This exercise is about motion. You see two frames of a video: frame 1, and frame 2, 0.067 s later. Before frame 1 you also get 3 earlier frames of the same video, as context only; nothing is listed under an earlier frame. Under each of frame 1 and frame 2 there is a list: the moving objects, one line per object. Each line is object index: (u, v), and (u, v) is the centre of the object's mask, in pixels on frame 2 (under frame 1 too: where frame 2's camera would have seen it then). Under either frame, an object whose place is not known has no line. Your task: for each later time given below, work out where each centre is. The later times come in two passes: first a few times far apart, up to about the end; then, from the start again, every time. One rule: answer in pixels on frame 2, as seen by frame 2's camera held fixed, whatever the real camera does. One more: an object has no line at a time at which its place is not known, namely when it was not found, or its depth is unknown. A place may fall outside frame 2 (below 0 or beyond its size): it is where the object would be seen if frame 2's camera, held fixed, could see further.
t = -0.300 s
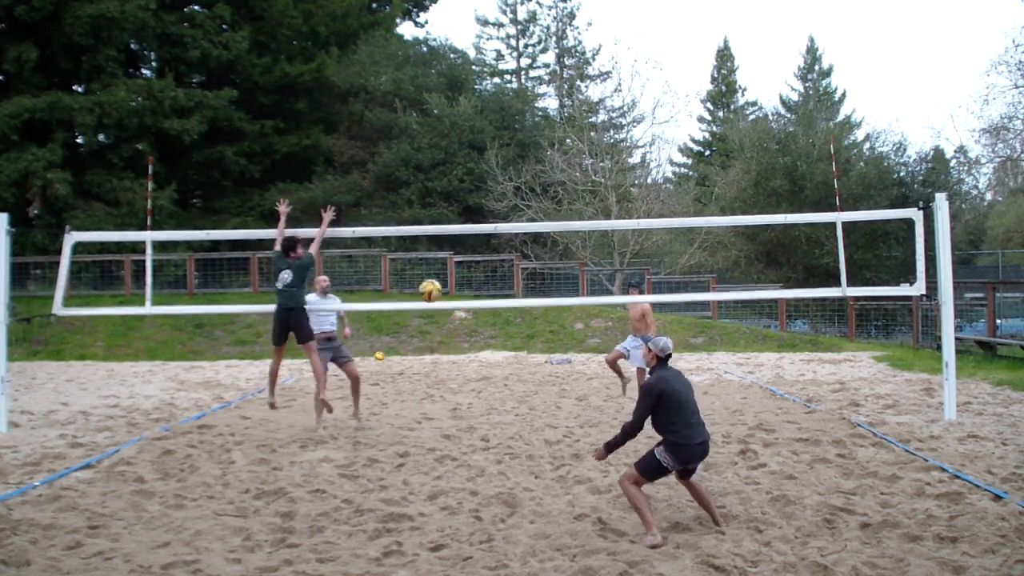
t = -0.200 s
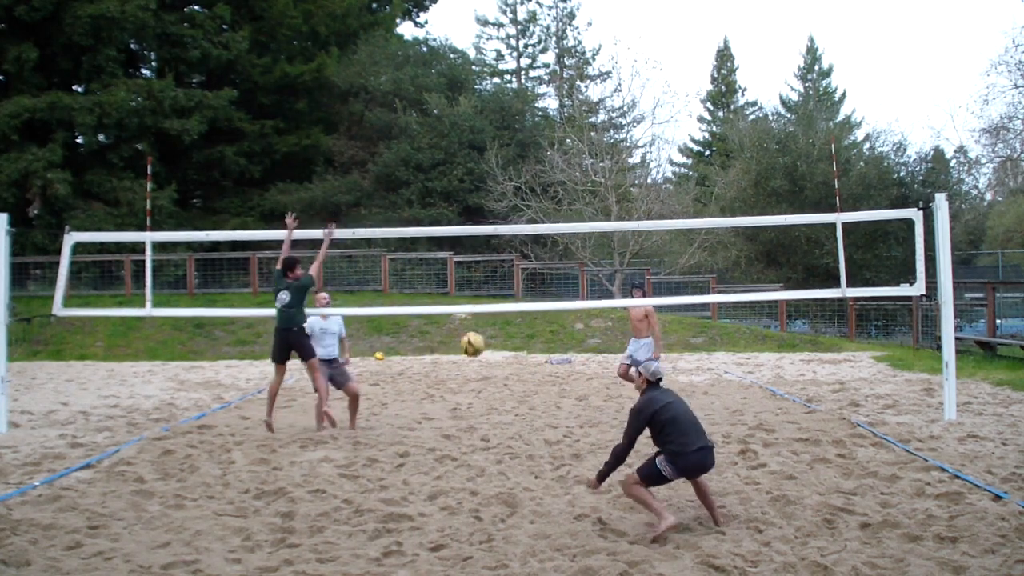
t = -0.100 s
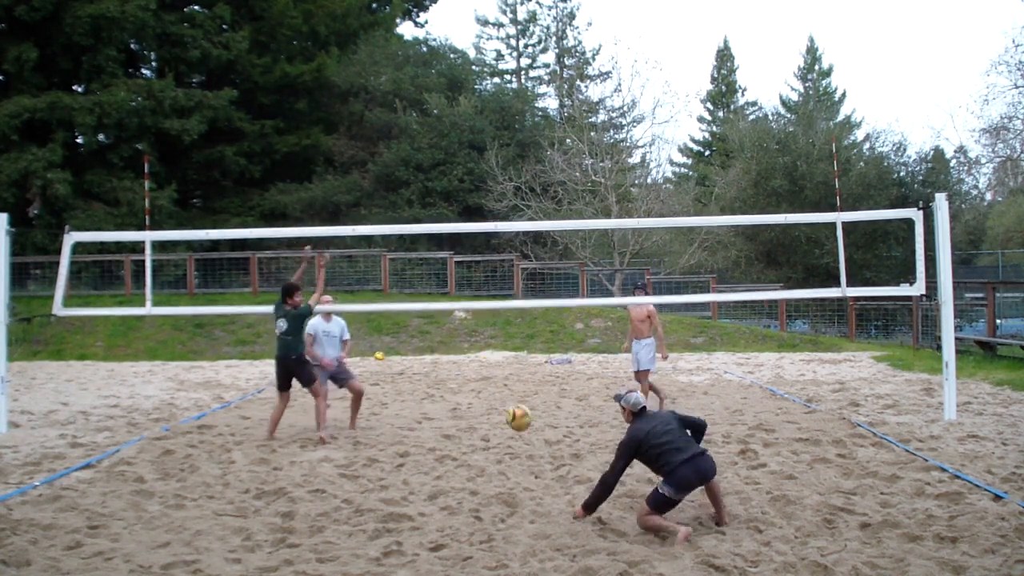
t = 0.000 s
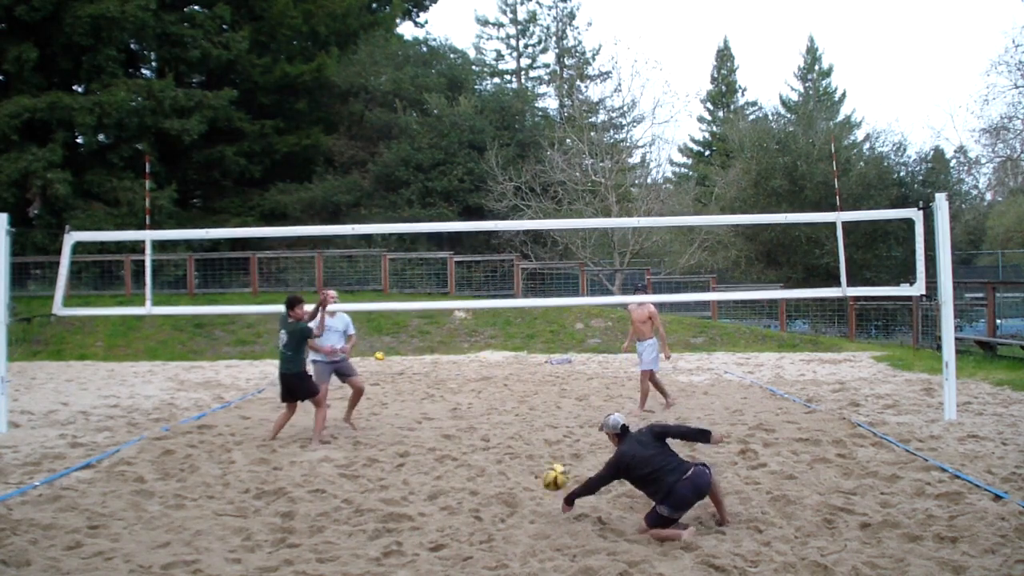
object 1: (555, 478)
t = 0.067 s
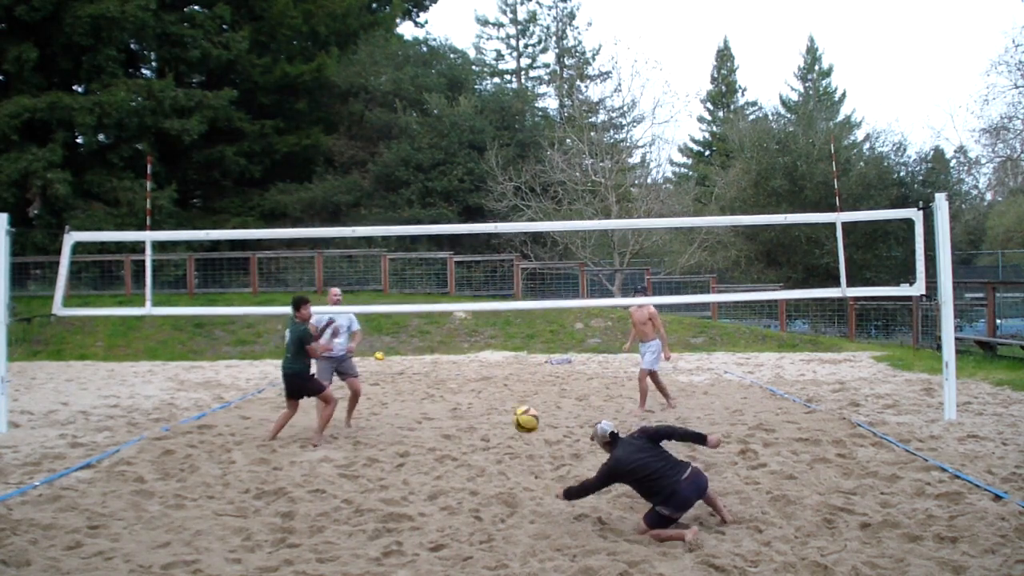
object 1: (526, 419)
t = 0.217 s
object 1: (462, 308)
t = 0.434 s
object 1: (374, 197)
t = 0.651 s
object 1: (290, 144)
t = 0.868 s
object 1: (209, 149)
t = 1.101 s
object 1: (125, 219)
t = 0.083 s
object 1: (519, 406)
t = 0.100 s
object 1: (512, 393)
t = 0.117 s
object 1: (505, 380)
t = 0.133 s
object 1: (498, 367)
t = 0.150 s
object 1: (490, 354)
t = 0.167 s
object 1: (483, 342)
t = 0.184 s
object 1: (476, 329)
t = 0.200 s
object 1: (469, 319)
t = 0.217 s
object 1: (462, 308)
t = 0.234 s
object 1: (455, 298)
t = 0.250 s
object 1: (448, 287)
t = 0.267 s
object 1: (441, 278)
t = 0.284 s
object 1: (435, 268)
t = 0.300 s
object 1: (427, 258)
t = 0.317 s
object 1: (421, 249)
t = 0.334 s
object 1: (414, 242)
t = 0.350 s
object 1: (408, 232)
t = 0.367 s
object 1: (401, 225)
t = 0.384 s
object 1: (394, 217)
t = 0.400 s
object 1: (387, 210)
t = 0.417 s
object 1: (381, 203)
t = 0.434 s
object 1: (374, 197)
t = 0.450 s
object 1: (367, 190)
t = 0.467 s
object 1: (361, 185)
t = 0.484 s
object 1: (354, 180)
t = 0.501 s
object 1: (348, 175)
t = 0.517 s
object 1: (341, 169)
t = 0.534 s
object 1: (335, 165)
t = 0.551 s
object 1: (328, 161)
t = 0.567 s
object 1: (322, 157)
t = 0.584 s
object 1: (316, 154)
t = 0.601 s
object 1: (309, 151)
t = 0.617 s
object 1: (303, 148)
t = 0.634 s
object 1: (296, 146)
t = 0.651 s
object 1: (290, 144)
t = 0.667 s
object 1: (284, 142)
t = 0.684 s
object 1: (278, 141)
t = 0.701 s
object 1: (271, 140)
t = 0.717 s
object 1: (265, 139)
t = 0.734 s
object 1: (258, 139)
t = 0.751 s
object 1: (253, 139)
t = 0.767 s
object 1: (247, 139)
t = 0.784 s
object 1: (240, 140)
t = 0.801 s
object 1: (234, 141)
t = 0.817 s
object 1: (228, 143)
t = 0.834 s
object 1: (222, 144)
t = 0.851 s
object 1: (216, 147)
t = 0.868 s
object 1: (209, 149)
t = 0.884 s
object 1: (203, 152)
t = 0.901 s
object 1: (197, 154)
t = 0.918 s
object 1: (191, 158)
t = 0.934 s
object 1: (185, 162)
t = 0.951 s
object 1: (179, 166)
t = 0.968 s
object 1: (173, 171)
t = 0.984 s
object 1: (166, 176)
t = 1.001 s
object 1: (160, 181)
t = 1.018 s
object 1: (155, 186)
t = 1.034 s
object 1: (149, 192)
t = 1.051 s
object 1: (143, 198)
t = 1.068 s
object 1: (136, 205)
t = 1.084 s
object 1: (131, 213)
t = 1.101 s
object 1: (125, 219)
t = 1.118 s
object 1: (119, 227)
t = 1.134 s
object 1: (113, 236)
